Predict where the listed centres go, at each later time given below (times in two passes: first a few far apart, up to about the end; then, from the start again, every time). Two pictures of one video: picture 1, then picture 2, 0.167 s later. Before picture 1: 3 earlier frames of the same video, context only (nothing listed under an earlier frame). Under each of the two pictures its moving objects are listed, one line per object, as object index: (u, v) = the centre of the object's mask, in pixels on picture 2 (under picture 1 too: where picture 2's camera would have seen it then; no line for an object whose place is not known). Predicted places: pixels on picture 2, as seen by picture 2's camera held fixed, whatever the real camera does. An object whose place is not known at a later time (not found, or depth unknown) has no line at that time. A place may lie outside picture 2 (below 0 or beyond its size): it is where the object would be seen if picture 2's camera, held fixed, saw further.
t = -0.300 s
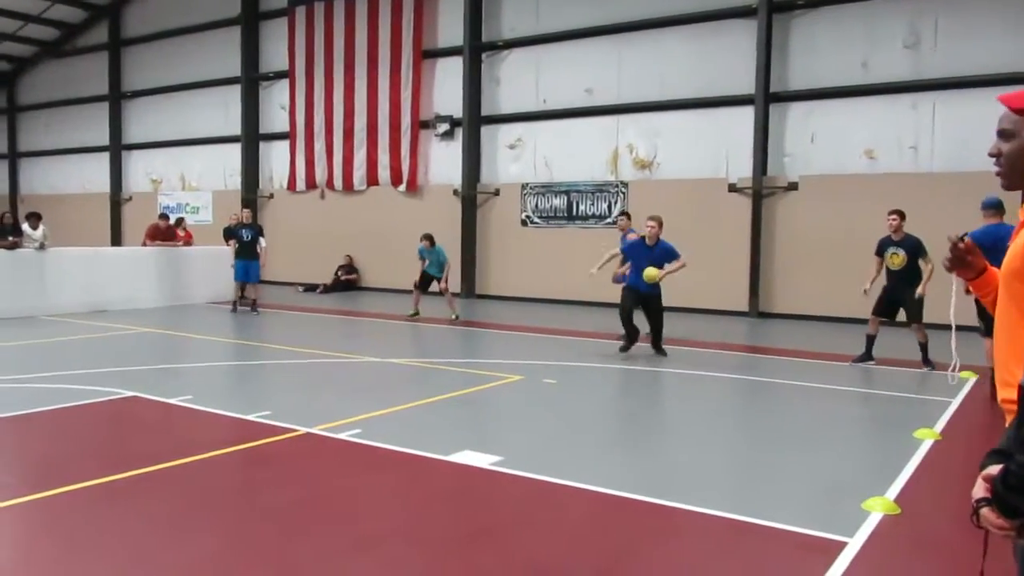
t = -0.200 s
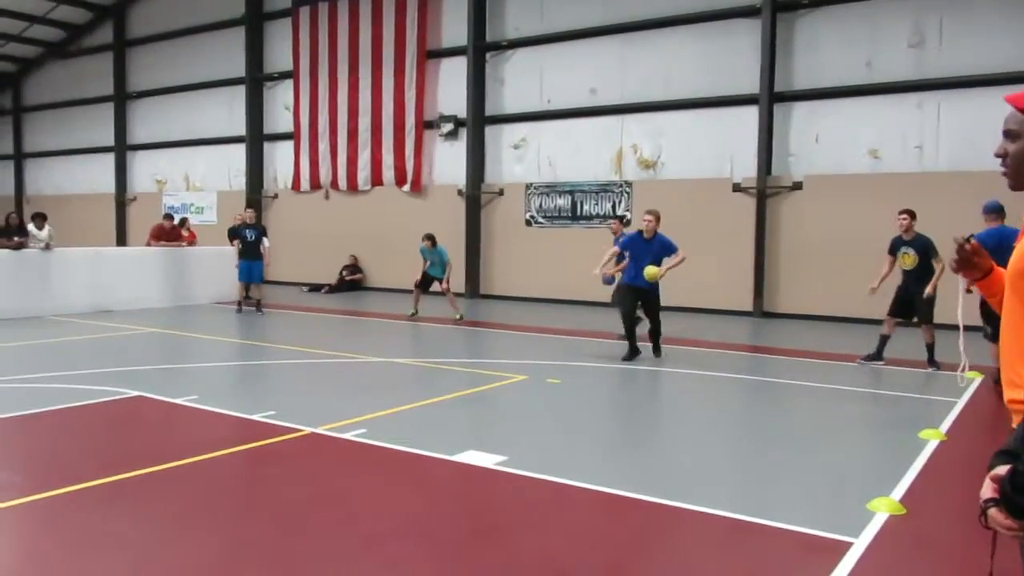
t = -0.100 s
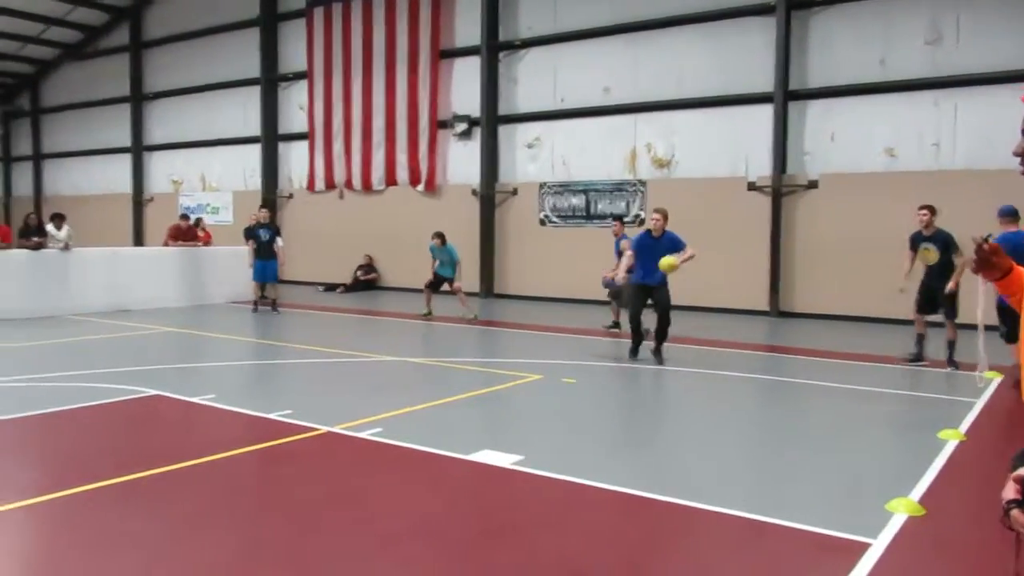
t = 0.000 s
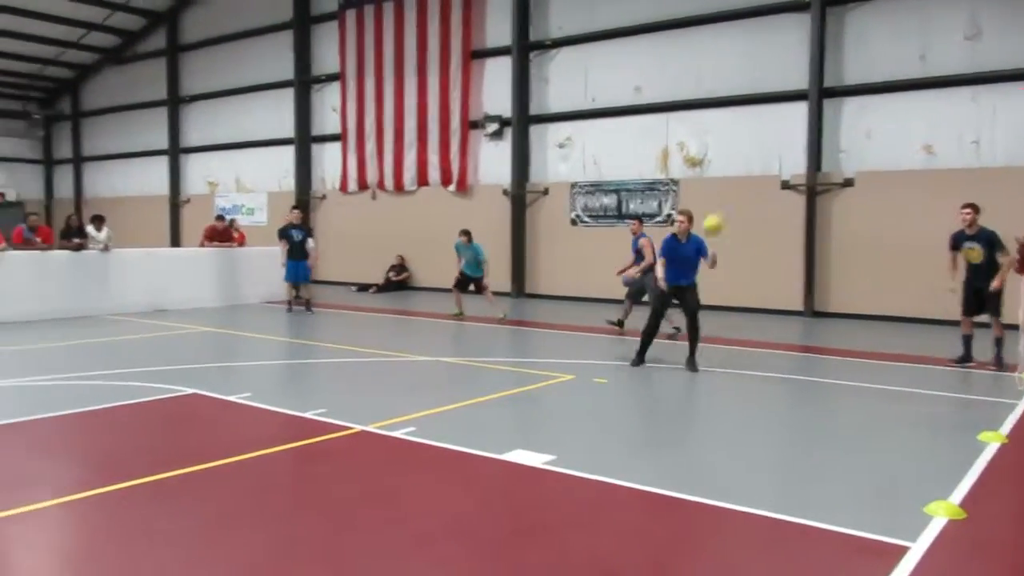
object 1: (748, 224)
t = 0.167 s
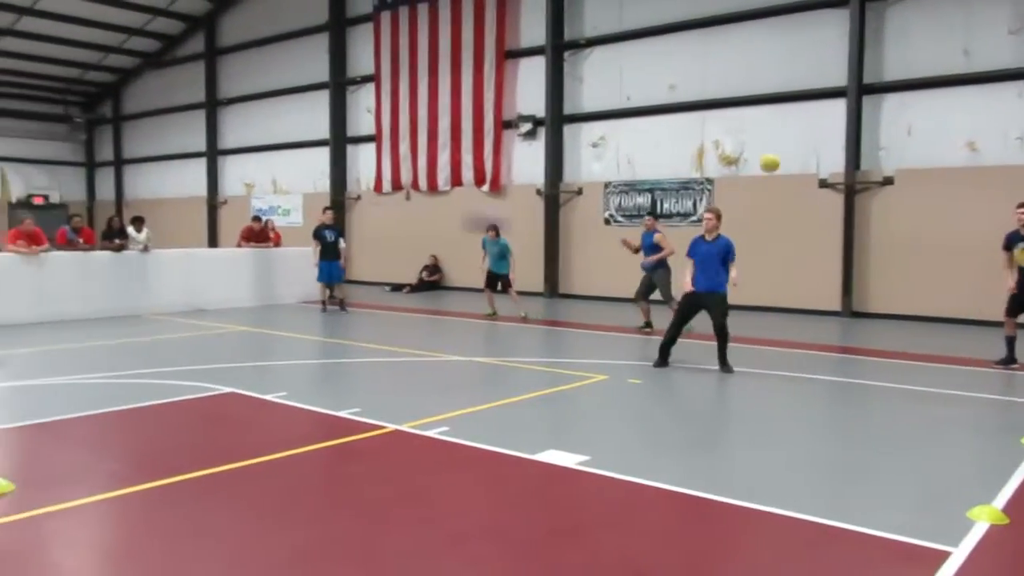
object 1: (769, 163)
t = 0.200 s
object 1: (773, 153)
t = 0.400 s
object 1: (799, 117)
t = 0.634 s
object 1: (829, 129)
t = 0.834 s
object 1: (855, 189)
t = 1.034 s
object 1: (881, 300)
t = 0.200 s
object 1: (773, 153)
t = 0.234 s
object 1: (777, 144)
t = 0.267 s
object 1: (782, 137)
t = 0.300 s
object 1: (786, 129)
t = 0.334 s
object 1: (790, 124)
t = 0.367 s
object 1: (794, 120)
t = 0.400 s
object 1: (799, 117)
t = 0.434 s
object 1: (804, 115)
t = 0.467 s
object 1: (808, 115)
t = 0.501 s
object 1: (813, 115)
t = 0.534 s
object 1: (817, 117)
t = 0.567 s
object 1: (821, 120)
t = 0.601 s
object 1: (825, 124)
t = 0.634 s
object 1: (829, 129)
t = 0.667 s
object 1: (834, 135)
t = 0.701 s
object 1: (838, 143)
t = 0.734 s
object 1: (843, 153)
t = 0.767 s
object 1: (848, 164)
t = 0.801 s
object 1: (852, 176)
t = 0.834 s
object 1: (855, 189)
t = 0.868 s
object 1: (859, 204)
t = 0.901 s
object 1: (863, 219)
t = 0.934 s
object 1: (867, 238)
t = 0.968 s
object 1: (872, 256)
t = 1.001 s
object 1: (878, 277)
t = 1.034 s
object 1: (881, 300)
